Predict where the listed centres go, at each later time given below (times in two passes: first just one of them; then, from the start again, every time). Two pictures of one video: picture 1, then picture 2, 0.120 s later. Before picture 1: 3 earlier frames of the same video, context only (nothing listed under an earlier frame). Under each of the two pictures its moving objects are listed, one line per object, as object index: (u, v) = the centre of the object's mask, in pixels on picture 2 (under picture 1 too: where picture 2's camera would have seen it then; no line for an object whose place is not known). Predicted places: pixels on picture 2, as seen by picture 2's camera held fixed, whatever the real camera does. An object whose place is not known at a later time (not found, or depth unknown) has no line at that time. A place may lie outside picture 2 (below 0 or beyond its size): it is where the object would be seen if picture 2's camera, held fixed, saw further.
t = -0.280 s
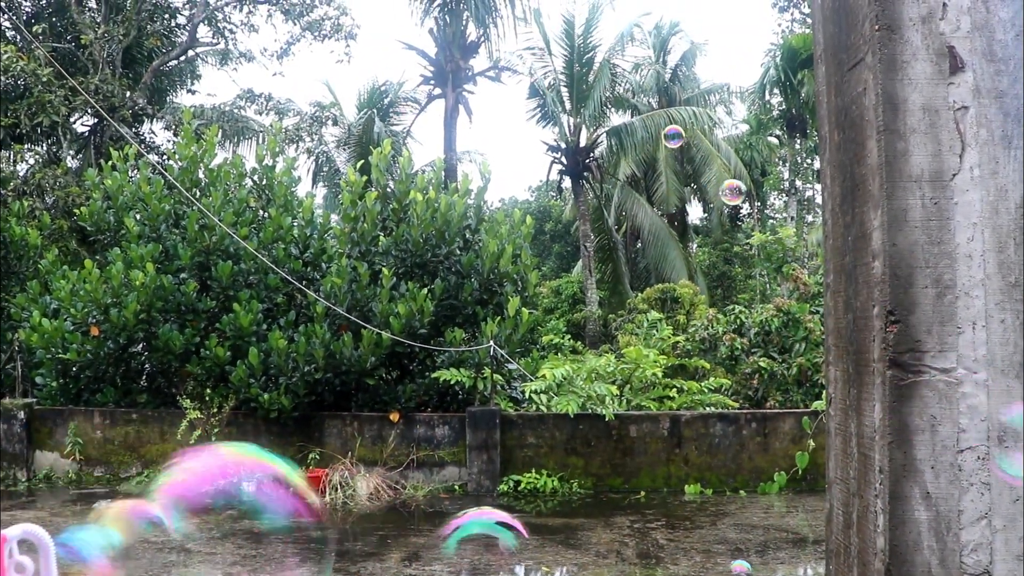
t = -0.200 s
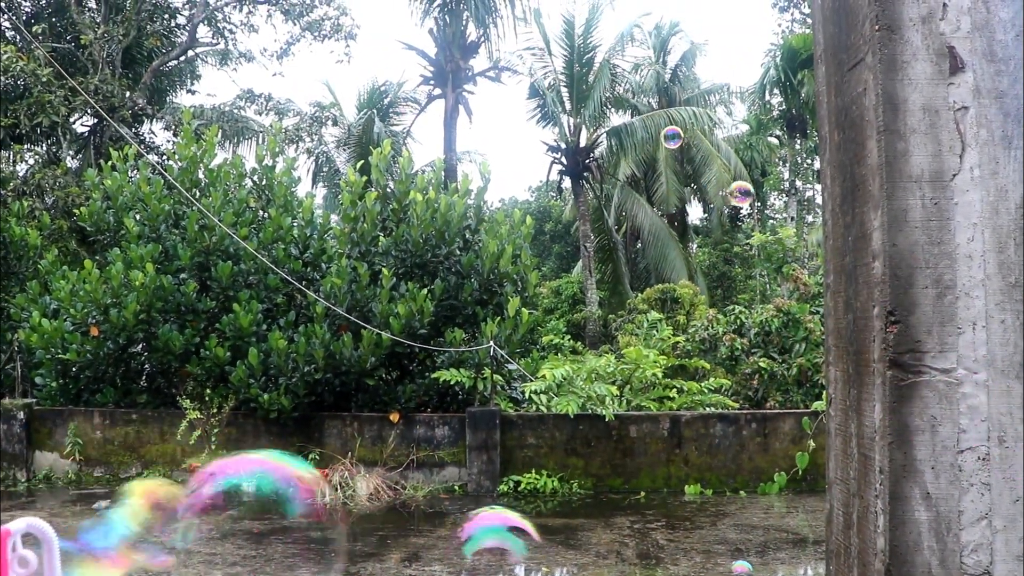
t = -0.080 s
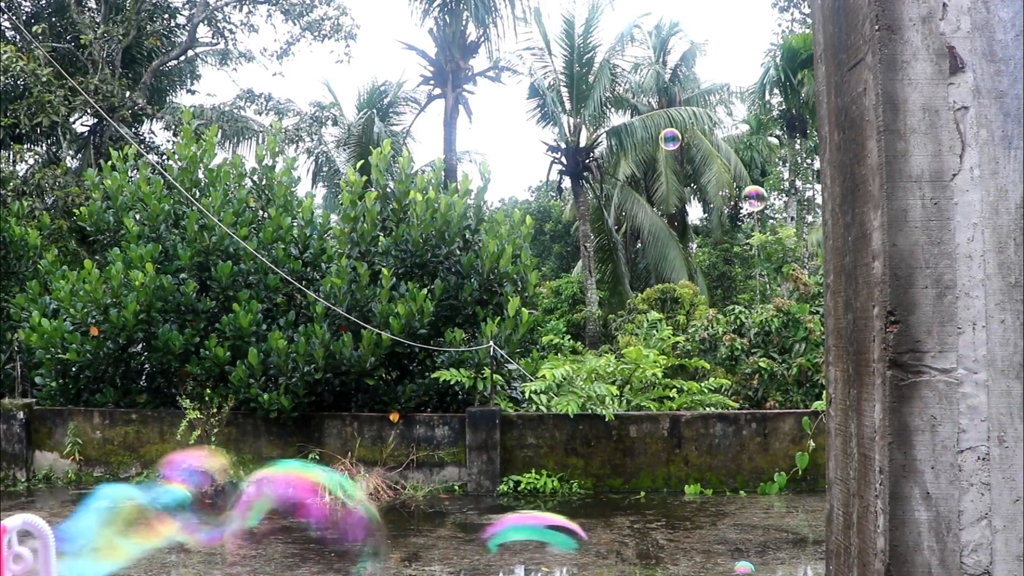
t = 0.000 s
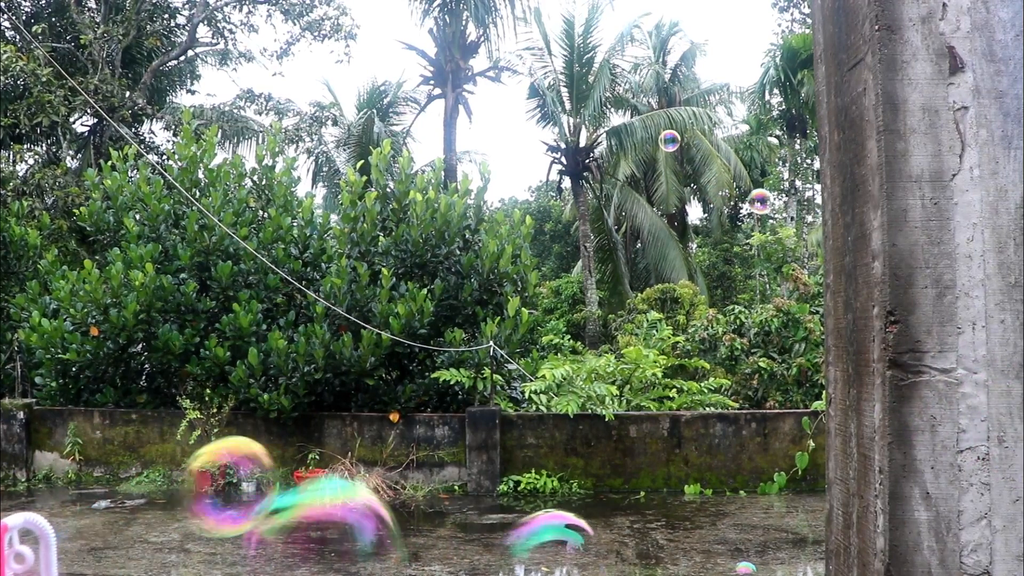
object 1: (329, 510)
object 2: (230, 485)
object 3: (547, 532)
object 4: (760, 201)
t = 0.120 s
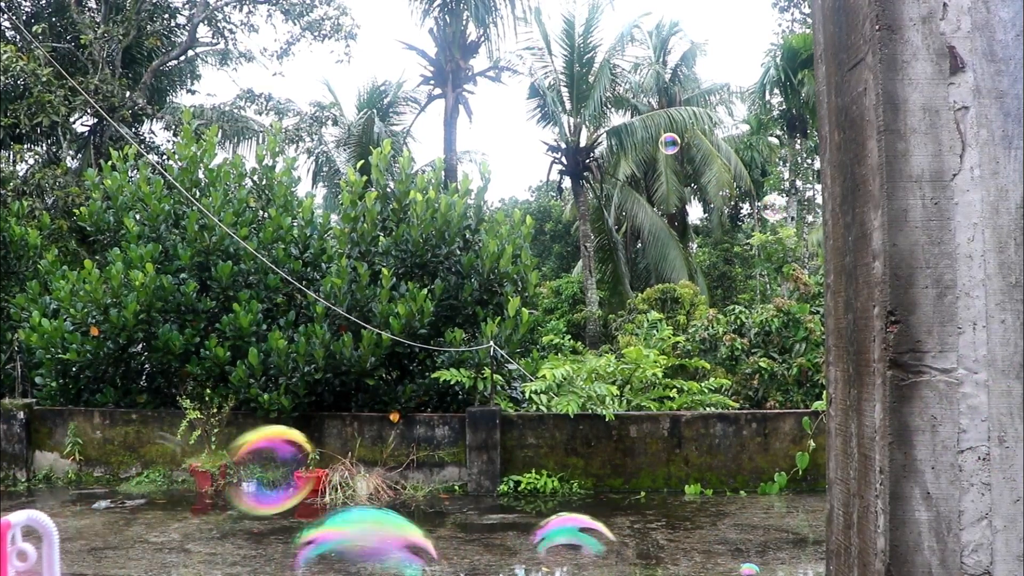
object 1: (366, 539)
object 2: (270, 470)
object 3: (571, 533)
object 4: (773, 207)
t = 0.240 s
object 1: (408, 558)
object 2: (314, 456)
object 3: (592, 542)
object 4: (790, 212)
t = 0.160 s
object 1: (374, 547)
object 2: (285, 463)
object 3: (577, 534)
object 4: (778, 209)
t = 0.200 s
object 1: (403, 553)
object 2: (300, 460)
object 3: (585, 537)
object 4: (784, 211)
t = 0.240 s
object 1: (408, 558)
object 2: (314, 456)
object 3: (592, 542)
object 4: (790, 212)
